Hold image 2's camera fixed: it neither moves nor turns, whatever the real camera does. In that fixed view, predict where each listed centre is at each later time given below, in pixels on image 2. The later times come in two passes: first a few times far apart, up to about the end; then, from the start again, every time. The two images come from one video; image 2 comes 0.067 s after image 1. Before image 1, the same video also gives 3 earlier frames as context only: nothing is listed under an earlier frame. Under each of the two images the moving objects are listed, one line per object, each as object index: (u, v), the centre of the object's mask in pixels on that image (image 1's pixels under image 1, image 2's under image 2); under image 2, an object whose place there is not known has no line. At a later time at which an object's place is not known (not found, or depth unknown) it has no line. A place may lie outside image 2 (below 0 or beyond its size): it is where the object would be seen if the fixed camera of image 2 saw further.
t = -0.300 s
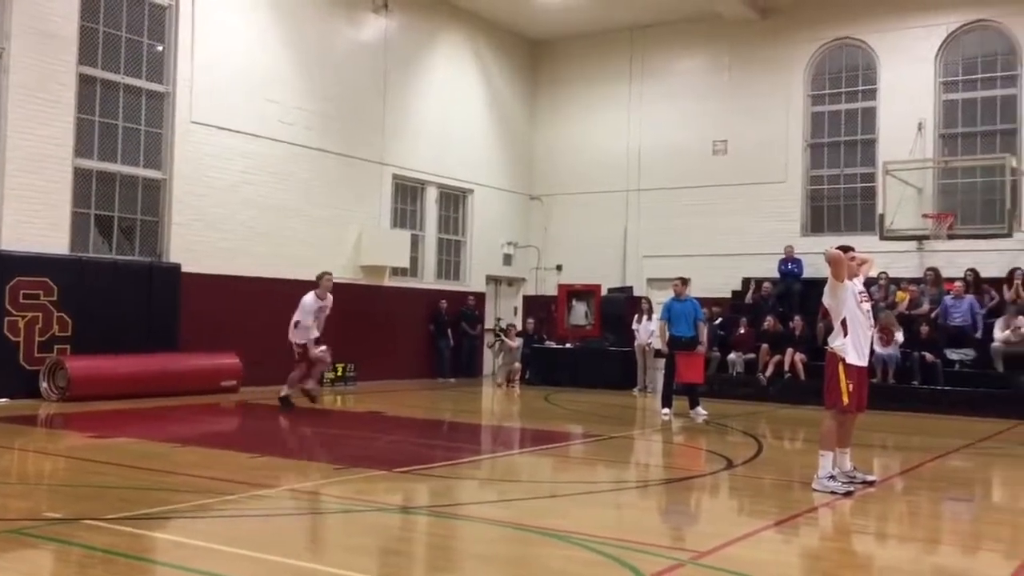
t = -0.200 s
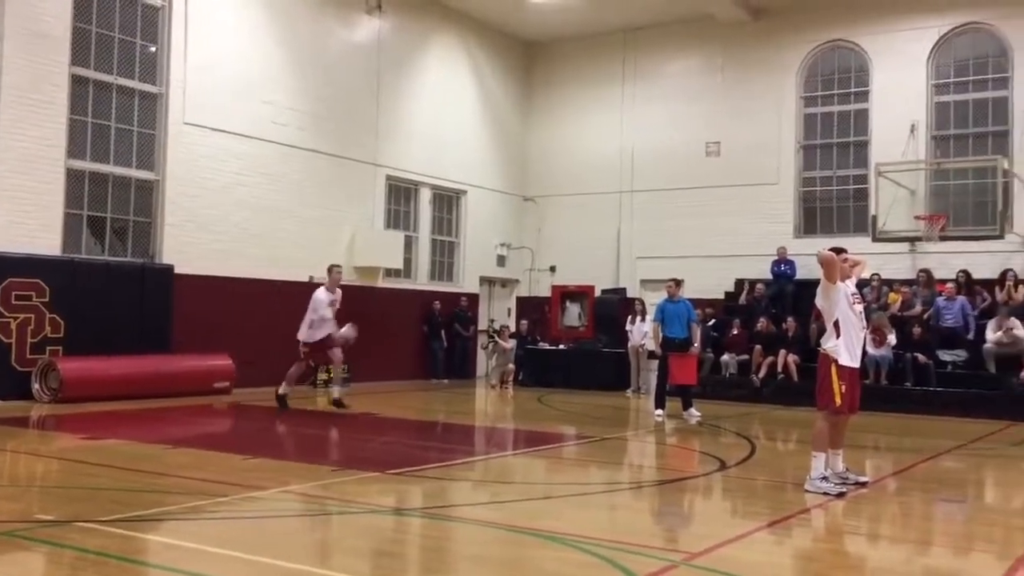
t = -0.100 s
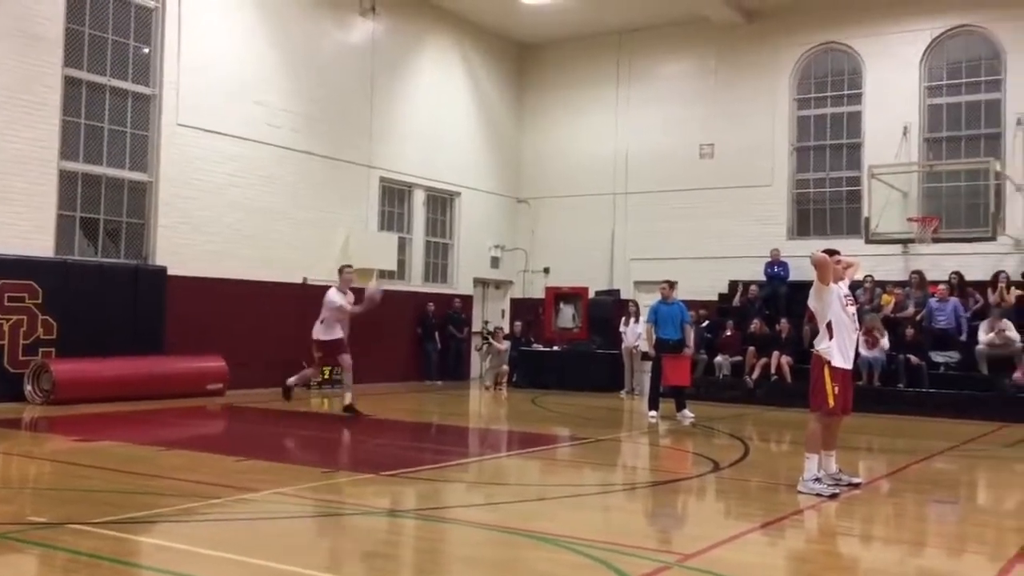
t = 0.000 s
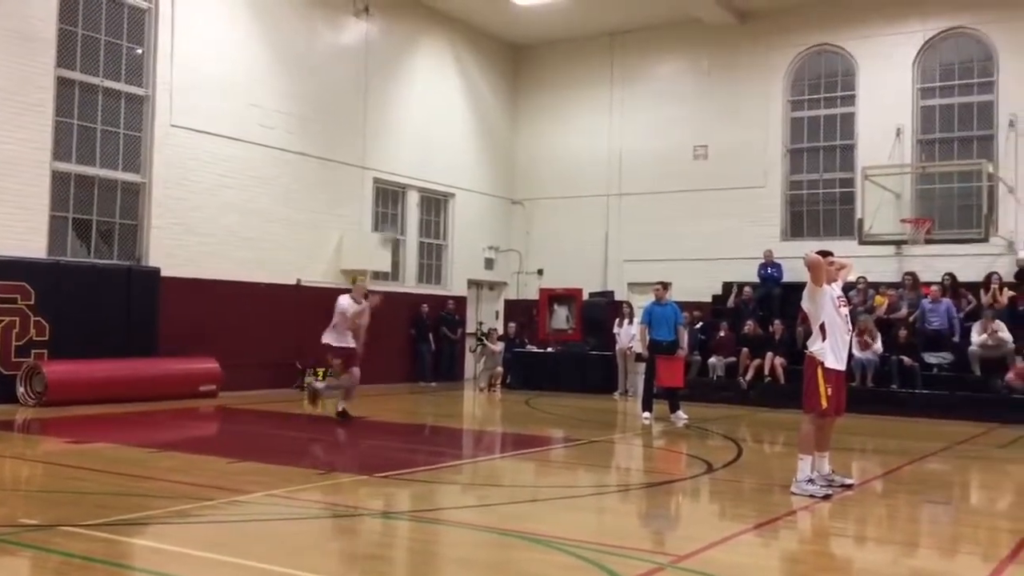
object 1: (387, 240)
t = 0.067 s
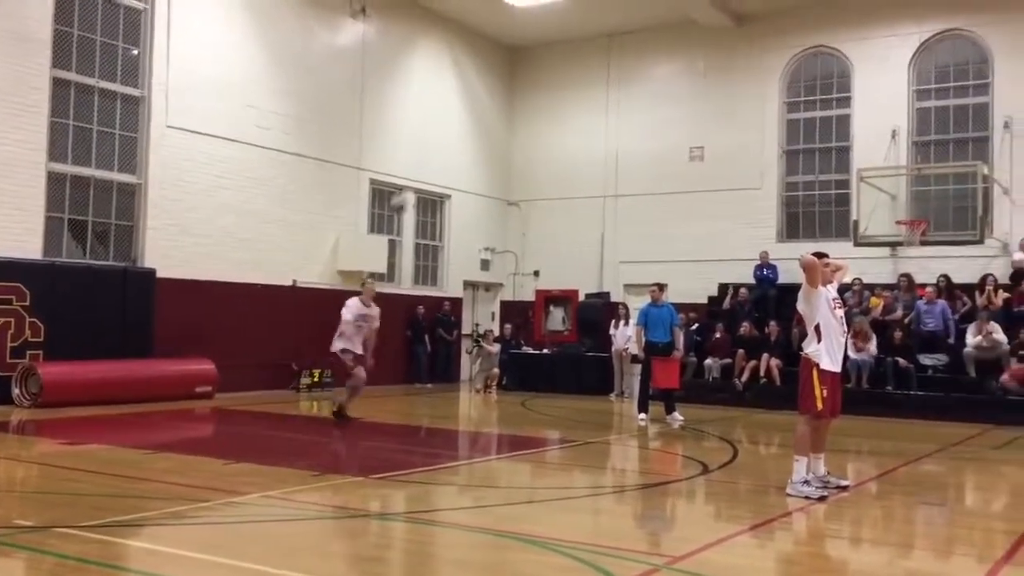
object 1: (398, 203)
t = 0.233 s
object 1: (434, 133)
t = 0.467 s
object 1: (486, 71)
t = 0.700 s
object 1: (540, 53)
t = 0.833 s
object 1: (570, 67)
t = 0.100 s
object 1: (405, 188)
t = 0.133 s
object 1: (412, 173)
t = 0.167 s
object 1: (420, 159)
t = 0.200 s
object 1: (427, 146)
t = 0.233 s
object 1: (434, 133)
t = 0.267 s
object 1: (442, 122)
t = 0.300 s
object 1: (448, 111)
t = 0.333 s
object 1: (456, 101)
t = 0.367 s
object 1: (463, 93)
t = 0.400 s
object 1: (471, 84)
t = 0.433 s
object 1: (478, 78)
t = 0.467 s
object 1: (486, 71)
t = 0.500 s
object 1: (493, 63)
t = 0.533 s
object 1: (502, 60)
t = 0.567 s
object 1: (509, 56)
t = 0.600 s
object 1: (516, 54)
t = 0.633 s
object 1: (524, 53)
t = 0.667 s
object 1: (531, 52)
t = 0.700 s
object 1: (540, 53)
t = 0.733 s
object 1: (548, 56)
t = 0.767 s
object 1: (555, 58)
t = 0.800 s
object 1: (563, 61)
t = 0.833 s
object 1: (570, 67)
